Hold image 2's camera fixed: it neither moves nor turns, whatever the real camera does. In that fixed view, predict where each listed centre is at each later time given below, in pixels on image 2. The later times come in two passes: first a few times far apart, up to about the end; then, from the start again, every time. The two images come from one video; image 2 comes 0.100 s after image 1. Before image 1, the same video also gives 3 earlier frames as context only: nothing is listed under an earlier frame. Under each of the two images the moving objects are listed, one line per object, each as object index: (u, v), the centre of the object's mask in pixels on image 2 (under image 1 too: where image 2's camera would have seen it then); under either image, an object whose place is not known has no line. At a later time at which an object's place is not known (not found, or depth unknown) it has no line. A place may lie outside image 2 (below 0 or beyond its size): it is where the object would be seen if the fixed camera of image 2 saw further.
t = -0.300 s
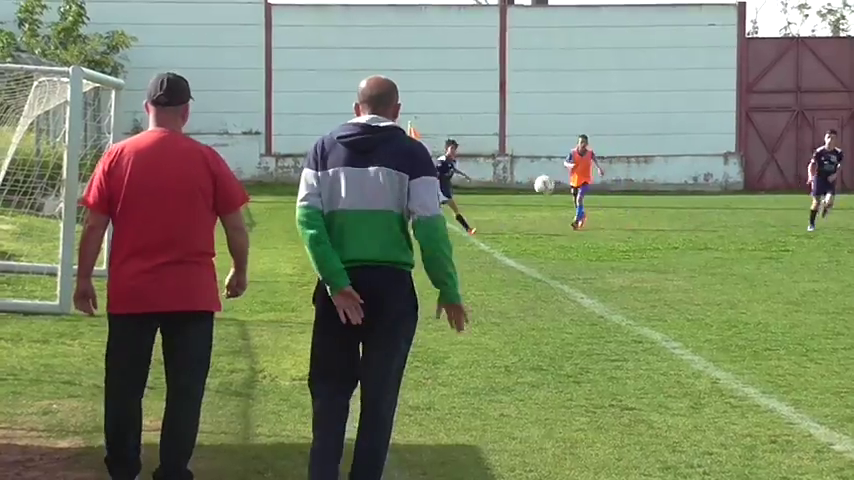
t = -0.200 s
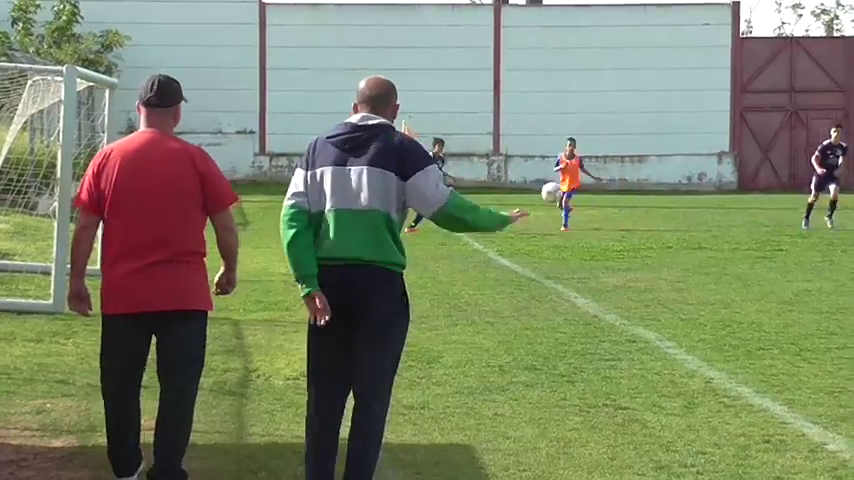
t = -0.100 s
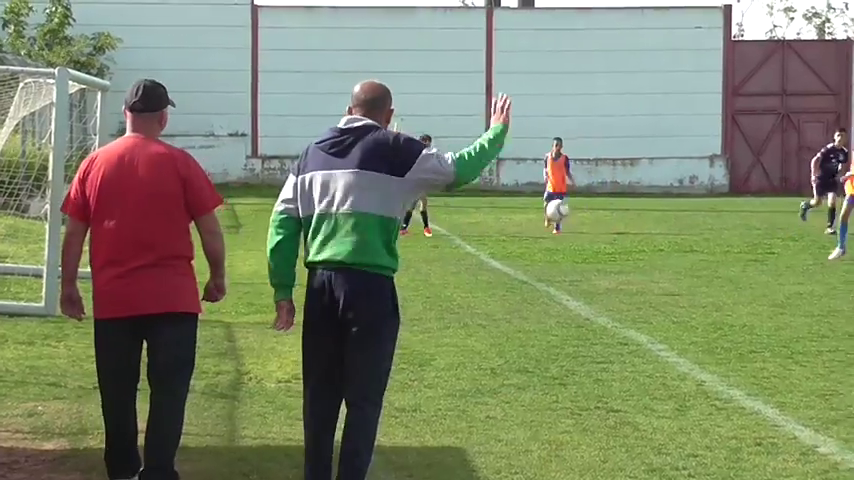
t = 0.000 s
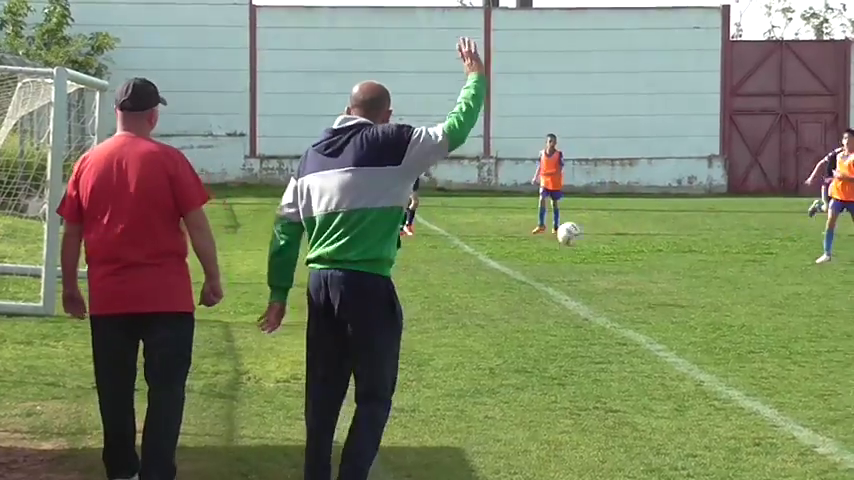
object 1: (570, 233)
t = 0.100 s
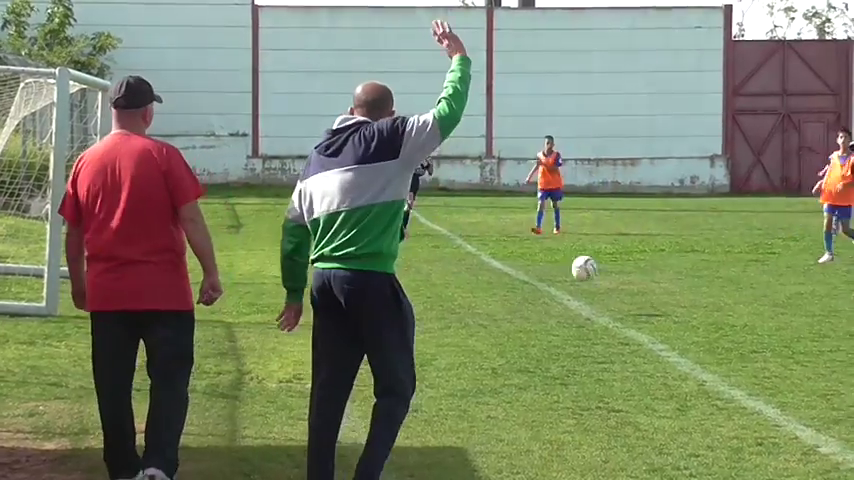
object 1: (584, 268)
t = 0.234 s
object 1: (599, 311)
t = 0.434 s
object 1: (616, 306)
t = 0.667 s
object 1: (633, 376)
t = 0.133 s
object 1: (588, 282)
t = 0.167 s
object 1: (593, 298)
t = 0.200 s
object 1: (597, 315)
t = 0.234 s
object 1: (599, 311)
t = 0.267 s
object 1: (602, 306)
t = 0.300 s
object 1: (605, 302)
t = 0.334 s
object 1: (607, 301)
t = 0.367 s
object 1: (609, 301)
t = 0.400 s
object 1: (613, 303)
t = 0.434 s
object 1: (616, 306)
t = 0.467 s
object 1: (619, 311)
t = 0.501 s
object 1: (621, 319)
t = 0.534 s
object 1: (624, 329)
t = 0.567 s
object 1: (627, 342)
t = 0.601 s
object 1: (630, 356)
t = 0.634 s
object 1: (633, 374)
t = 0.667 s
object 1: (633, 376)
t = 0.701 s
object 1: (633, 370)
